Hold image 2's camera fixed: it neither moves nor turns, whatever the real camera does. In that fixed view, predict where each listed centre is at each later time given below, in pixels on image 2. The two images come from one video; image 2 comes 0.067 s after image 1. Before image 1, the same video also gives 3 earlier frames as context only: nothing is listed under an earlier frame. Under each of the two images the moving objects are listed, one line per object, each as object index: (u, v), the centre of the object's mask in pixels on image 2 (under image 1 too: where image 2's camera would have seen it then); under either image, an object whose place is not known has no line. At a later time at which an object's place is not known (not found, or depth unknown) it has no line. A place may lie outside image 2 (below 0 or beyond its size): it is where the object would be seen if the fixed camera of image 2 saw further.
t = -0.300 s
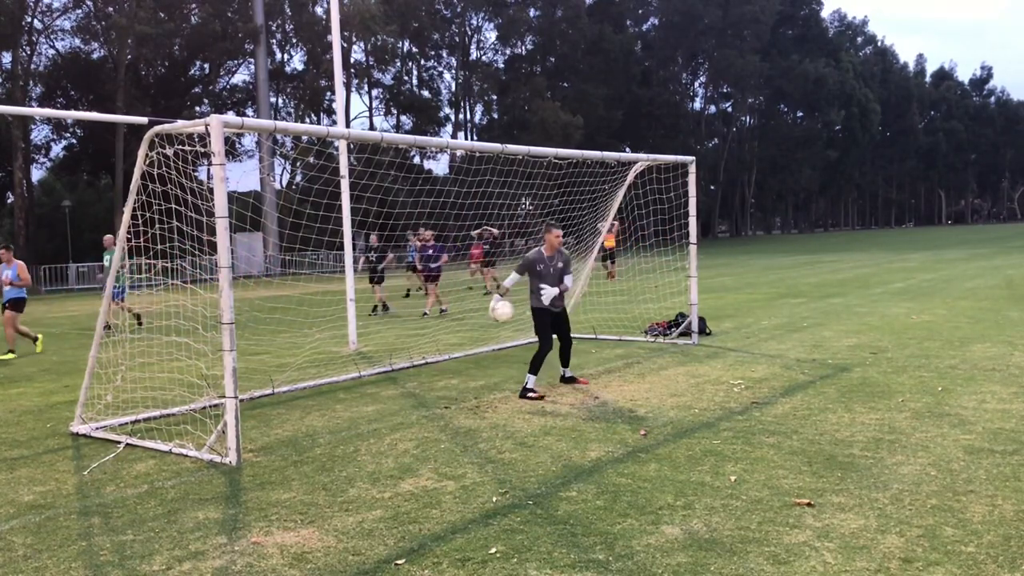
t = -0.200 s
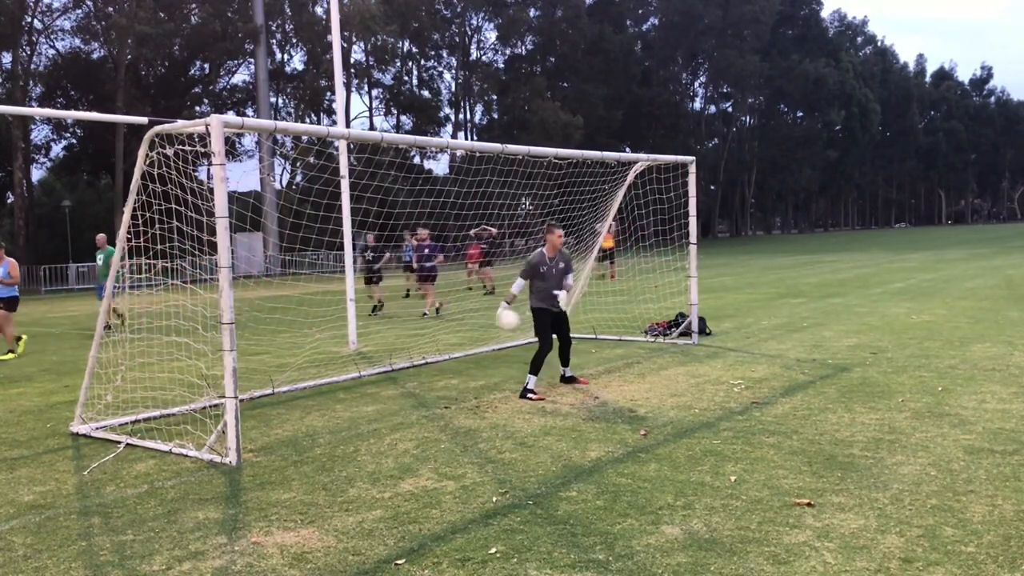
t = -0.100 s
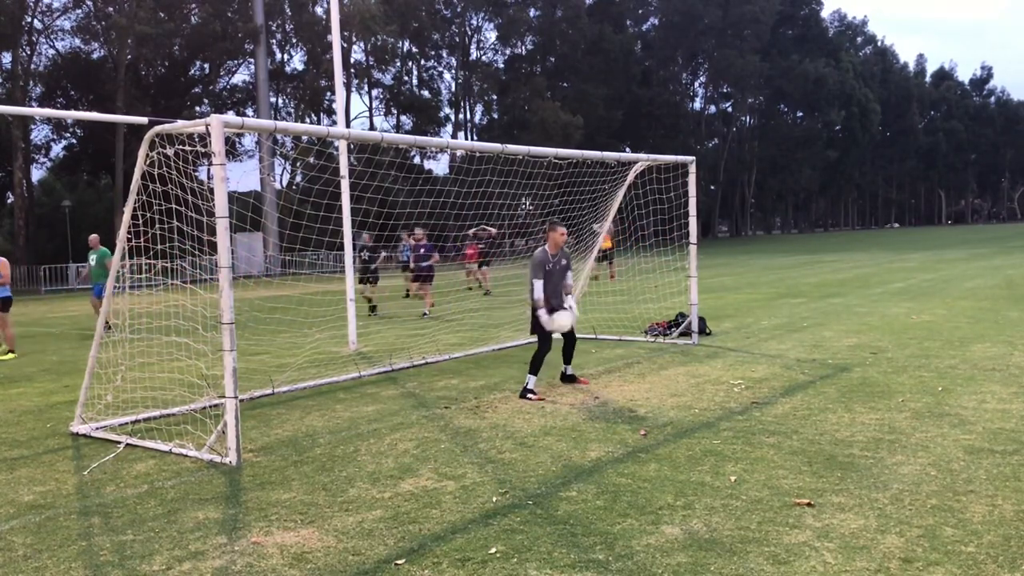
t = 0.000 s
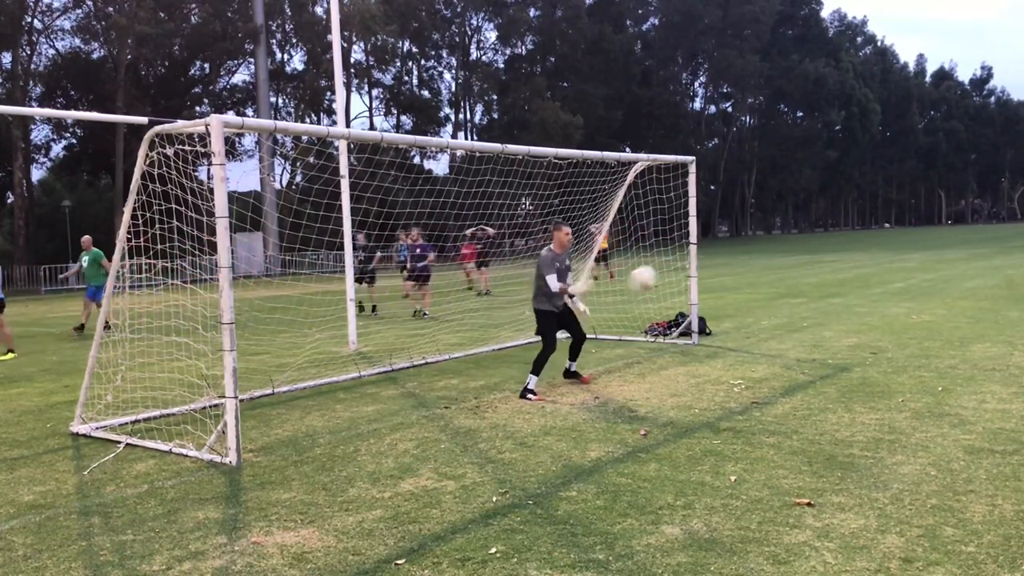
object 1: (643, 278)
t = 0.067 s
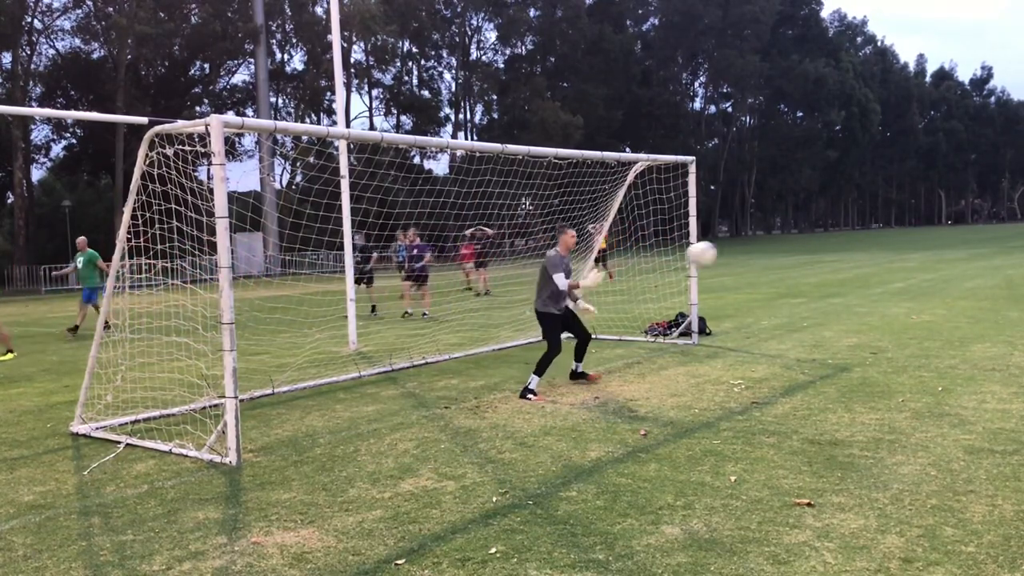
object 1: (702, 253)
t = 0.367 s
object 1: (1013, 195)
